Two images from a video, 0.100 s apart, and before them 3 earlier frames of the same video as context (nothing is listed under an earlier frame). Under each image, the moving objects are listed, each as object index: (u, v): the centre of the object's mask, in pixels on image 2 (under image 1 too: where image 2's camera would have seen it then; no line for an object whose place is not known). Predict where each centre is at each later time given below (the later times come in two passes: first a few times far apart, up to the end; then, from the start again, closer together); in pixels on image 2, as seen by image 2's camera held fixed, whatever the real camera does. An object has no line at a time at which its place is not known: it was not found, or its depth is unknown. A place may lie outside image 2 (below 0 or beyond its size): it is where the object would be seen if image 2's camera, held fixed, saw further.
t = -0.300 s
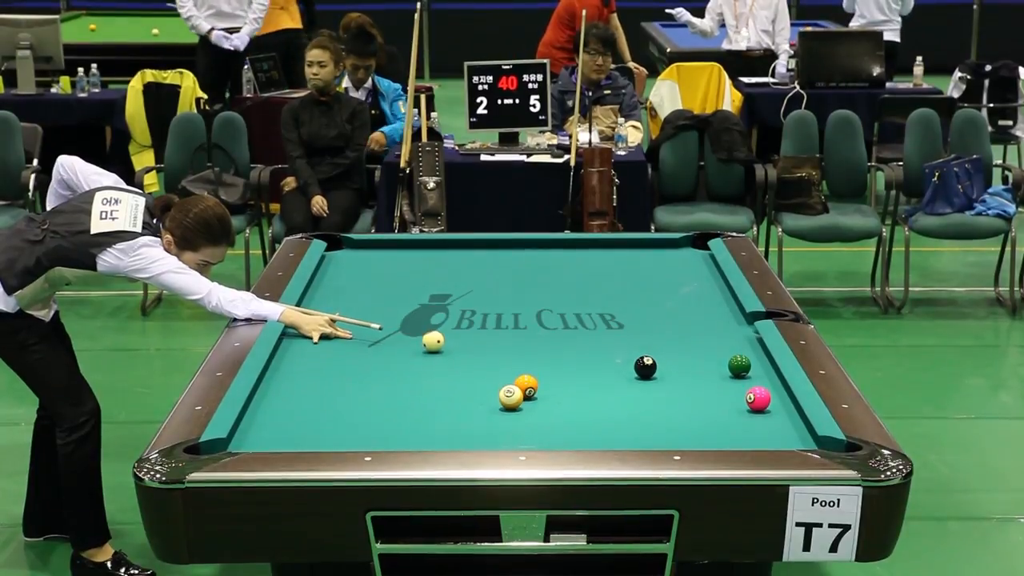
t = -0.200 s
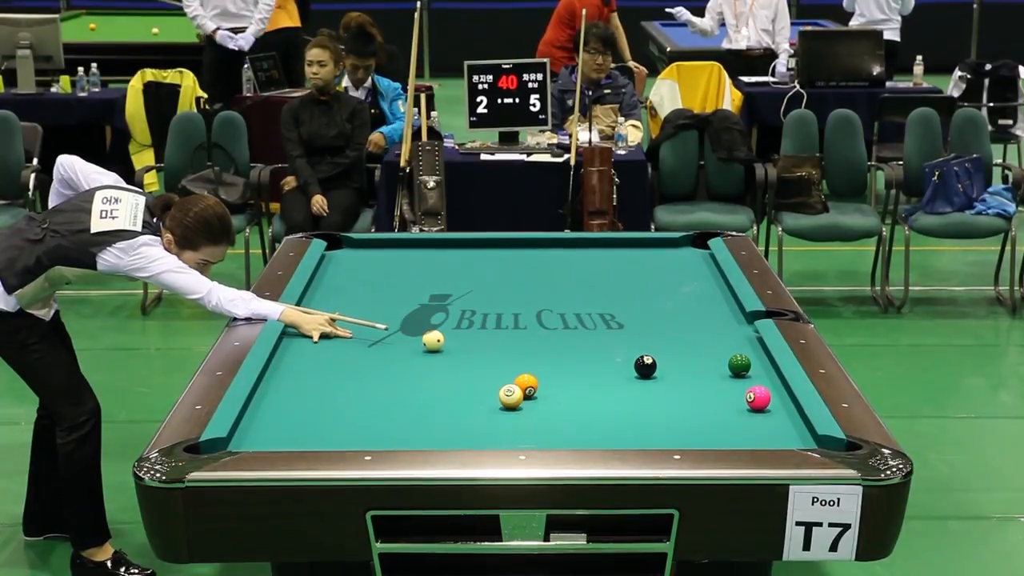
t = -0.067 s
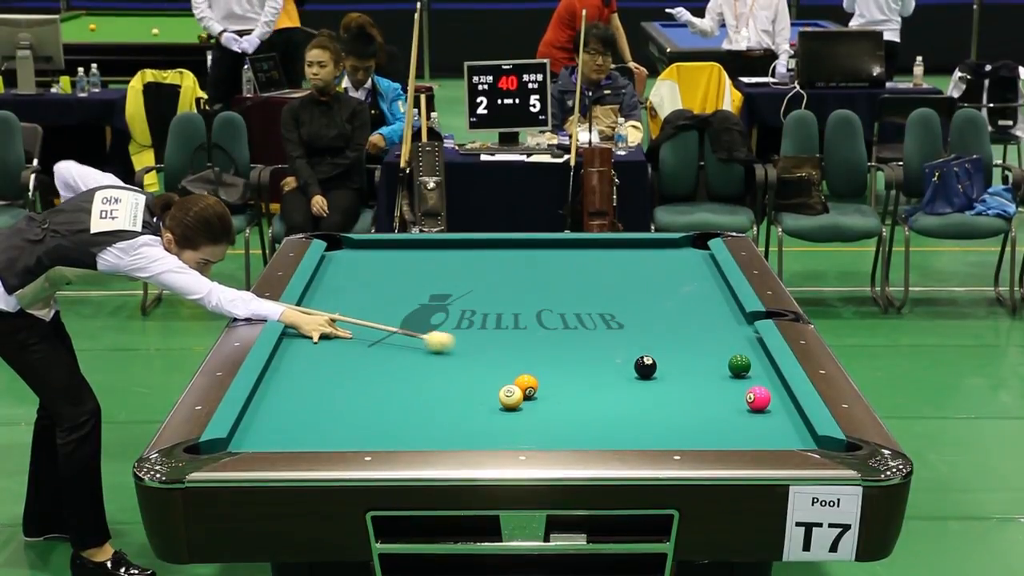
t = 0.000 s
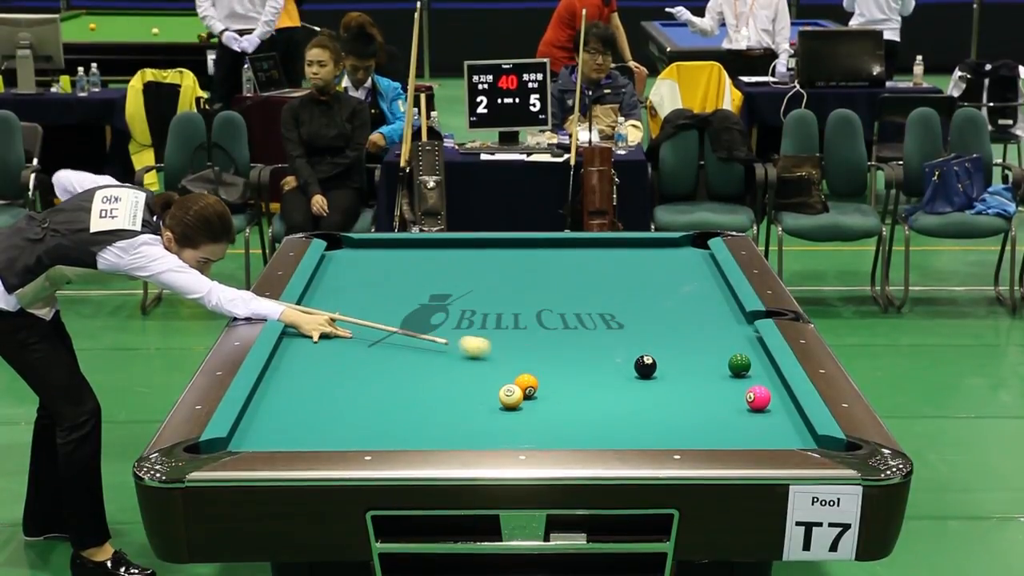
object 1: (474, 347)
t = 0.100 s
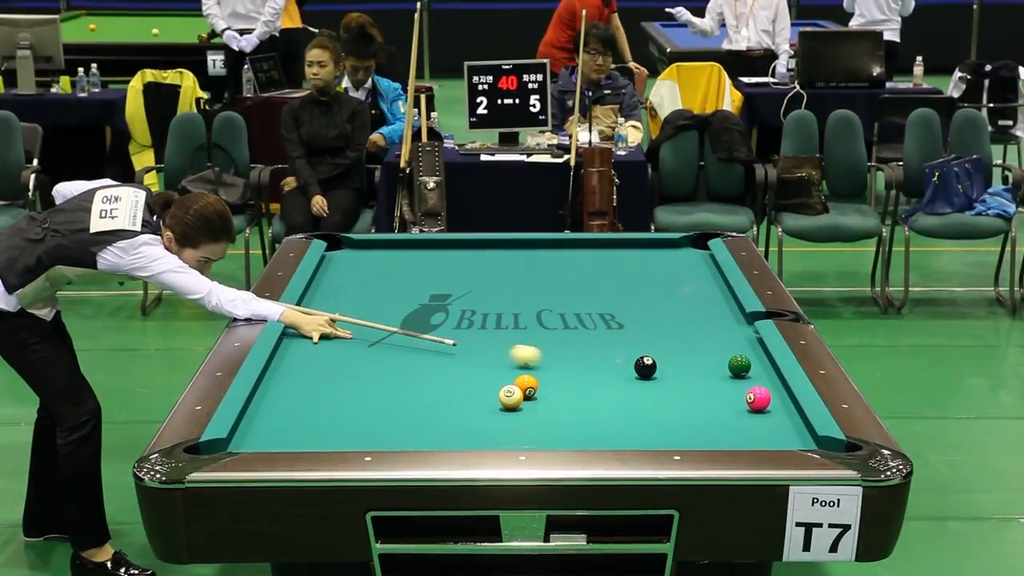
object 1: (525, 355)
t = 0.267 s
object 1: (604, 368)
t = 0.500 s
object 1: (720, 387)
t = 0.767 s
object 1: (745, 389)
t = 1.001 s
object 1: (701, 386)
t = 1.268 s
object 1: (655, 383)
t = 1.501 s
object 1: (617, 380)
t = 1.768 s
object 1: (575, 377)
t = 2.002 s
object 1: (542, 374)
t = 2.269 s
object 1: (504, 372)
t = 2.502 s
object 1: (474, 371)
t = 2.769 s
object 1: (441, 369)
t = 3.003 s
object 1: (415, 367)
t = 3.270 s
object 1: (386, 366)
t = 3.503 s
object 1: (363, 364)
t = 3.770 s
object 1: (338, 363)
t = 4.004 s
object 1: (318, 362)
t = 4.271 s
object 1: (296, 361)
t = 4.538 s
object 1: (280, 360)
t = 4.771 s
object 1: (288, 359)
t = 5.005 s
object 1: (295, 358)
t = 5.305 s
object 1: (302, 357)
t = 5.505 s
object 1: (305, 357)
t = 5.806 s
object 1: (307, 357)
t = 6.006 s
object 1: (307, 357)
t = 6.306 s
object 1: (307, 357)
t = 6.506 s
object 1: (307, 357)
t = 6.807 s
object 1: (307, 357)
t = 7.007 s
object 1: (307, 357)
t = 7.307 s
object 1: (307, 357)
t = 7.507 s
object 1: (307, 357)
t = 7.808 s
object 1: (307, 357)
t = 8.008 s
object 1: (307, 357)
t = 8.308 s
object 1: (307, 357)
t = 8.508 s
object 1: (307, 357)
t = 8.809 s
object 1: (307, 357)
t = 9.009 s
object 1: (307, 357)
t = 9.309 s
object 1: (307, 357)
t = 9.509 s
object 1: (307, 357)
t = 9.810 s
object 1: (307, 357)
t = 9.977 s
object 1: (307, 357)
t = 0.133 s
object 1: (541, 358)
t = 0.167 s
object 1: (557, 361)
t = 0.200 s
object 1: (573, 363)
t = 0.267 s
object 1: (604, 368)
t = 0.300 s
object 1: (620, 371)
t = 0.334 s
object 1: (637, 373)
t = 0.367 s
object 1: (653, 376)
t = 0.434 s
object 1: (686, 382)
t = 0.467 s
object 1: (703, 384)
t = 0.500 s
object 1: (720, 387)
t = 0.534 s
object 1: (736, 390)
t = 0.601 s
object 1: (766, 387)
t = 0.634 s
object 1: (778, 389)
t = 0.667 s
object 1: (772, 388)
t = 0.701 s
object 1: (762, 390)
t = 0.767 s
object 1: (745, 389)
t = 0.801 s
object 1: (737, 388)
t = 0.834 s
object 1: (731, 388)
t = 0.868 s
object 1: (725, 387)
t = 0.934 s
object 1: (713, 386)
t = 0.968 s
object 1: (707, 386)
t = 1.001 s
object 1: (701, 386)
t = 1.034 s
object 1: (695, 385)
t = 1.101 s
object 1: (683, 385)
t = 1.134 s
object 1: (677, 384)
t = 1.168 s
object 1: (671, 384)
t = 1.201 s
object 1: (666, 383)
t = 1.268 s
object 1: (655, 383)
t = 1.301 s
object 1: (649, 382)
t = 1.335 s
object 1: (643, 382)
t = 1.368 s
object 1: (638, 382)
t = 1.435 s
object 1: (627, 381)
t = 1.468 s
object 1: (622, 380)
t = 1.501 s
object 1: (617, 380)
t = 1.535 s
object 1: (611, 379)
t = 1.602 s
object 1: (601, 379)
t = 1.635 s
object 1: (595, 378)
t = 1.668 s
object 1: (590, 378)
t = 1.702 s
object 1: (585, 377)
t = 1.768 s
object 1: (575, 377)
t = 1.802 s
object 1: (570, 377)
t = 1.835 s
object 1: (565, 376)
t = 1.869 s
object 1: (560, 376)
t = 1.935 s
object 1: (551, 375)
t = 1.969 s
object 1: (546, 375)
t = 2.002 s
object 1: (542, 374)
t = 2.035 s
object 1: (538, 373)
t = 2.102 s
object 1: (527, 370)
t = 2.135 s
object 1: (522, 370)
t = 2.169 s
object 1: (517, 370)
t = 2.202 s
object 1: (512, 371)
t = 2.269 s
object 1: (504, 372)
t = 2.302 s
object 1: (500, 372)
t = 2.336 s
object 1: (496, 372)
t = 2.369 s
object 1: (491, 372)
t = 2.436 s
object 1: (483, 371)
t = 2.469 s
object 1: (479, 371)
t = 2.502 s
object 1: (474, 371)
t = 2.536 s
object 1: (470, 371)
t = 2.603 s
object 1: (462, 370)
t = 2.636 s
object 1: (458, 370)
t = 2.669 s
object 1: (454, 370)
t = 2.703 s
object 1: (450, 369)
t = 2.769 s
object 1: (441, 369)
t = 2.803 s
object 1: (438, 369)
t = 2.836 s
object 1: (434, 369)
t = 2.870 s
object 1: (430, 368)
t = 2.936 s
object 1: (422, 368)
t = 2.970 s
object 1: (419, 368)
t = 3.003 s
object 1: (415, 367)
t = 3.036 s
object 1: (411, 367)
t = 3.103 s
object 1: (404, 367)
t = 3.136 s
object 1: (400, 366)
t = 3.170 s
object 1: (397, 366)
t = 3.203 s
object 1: (393, 366)
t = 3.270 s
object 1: (386, 366)
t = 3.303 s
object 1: (383, 365)
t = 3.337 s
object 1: (379, 365)
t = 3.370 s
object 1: (376, 365)
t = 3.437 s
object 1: (369, 364)
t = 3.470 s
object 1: (366, 364)
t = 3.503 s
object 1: (363, 364)
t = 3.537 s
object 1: (360, 364)
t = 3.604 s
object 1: (353, 364)
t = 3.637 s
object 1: (350, 363)
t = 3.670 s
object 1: (347, 363)
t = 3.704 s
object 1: (344, 363)
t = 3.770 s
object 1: (338, 363)
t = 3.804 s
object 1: (335, 363)
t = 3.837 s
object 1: (332, 362)
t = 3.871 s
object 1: (329, 362)
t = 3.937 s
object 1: (323, 362)
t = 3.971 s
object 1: (321, 362)
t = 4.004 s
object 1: (318, 362)
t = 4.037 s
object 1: (315, 362)
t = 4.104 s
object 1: (310, 361)
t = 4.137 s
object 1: (307, 361)
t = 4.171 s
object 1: (304, 361)
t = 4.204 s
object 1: (302, 361)
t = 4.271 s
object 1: (296, 361)
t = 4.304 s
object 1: (294, 360)
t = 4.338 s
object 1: (291, 360)
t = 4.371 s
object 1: (289, 360)
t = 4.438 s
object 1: (284, 360)
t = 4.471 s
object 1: (282, 360)
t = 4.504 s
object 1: (279, 359)
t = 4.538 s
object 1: (280, 360)
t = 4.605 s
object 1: (282, 359)
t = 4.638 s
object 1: (284, 359)
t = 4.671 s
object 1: (285, 359)
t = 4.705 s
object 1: (286, 359)
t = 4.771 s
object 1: (288, 359)
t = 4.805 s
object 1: (289, 358)
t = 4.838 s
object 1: (290, 359)
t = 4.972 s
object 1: (294, 358)
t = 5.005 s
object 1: (295, 358)
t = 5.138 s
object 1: (299, 358)
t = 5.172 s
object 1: (299, 357)
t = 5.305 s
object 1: (302, 357)
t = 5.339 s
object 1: (303, 357)
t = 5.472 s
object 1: (305, 357)
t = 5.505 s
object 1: (305, 357)
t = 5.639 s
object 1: (307, 357)
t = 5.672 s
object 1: (307, 357)
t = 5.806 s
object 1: (307, 357)
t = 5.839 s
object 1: (308, 357)
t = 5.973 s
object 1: (307, 357)
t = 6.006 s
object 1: (307, 357)
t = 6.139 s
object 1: (307, 357)
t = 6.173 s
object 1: (307, 357)
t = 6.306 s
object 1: (307, 357)
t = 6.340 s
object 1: (307, 357)
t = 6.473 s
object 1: (307, 357)
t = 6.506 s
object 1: (307, 357)
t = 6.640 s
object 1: (307, 357)
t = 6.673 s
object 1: (307, 357)
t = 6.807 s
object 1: (307, 357)
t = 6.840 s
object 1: (307, 357)
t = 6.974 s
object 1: (307, 357)
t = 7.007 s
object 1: (307, 357)
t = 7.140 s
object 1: (307, 357)
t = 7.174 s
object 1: (307, 357)
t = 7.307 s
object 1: (307, 357)
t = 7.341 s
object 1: (307, 357)
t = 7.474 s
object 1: (307, 357)
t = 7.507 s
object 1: (307, 357)
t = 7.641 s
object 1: (307, 357)
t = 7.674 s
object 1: (307, 357)
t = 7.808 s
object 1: (307, 357)
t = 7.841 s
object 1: (307, 357)
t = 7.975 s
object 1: (307, 357)
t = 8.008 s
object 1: (307, 357)
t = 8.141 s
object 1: (307, 357)
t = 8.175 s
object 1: (307, 357)
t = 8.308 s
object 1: (307, 357)
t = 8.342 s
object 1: (307, 357)
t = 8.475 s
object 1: (307, 357)
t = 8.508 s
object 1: (307, 357)
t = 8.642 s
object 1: (307, 357)
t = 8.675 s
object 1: (307, 357)
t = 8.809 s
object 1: (307, 357)
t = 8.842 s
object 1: (307, 357)
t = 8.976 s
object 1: (307, 357)
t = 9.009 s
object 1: (307, 357)
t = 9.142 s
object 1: (307, 357)
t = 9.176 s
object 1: (307, 357)
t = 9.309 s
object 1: (307, 357)
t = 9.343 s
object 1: (307, 357)
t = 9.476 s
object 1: (307, 357)
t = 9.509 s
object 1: (307, 357)
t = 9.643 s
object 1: (307, 357)
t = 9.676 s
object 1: (307, 357)
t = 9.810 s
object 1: (307, 357)
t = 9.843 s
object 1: (307, 357)
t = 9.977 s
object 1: (307, 357)
